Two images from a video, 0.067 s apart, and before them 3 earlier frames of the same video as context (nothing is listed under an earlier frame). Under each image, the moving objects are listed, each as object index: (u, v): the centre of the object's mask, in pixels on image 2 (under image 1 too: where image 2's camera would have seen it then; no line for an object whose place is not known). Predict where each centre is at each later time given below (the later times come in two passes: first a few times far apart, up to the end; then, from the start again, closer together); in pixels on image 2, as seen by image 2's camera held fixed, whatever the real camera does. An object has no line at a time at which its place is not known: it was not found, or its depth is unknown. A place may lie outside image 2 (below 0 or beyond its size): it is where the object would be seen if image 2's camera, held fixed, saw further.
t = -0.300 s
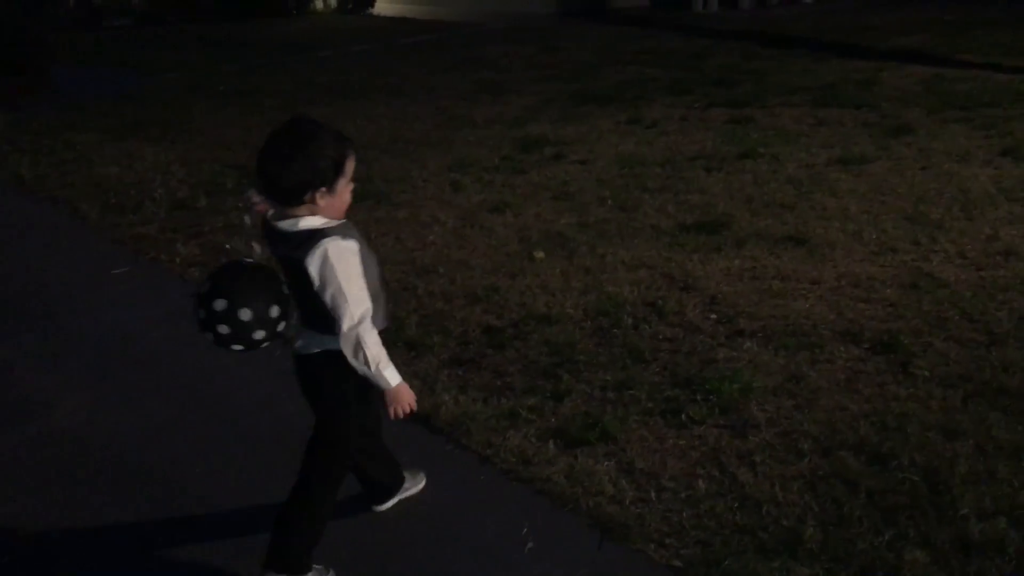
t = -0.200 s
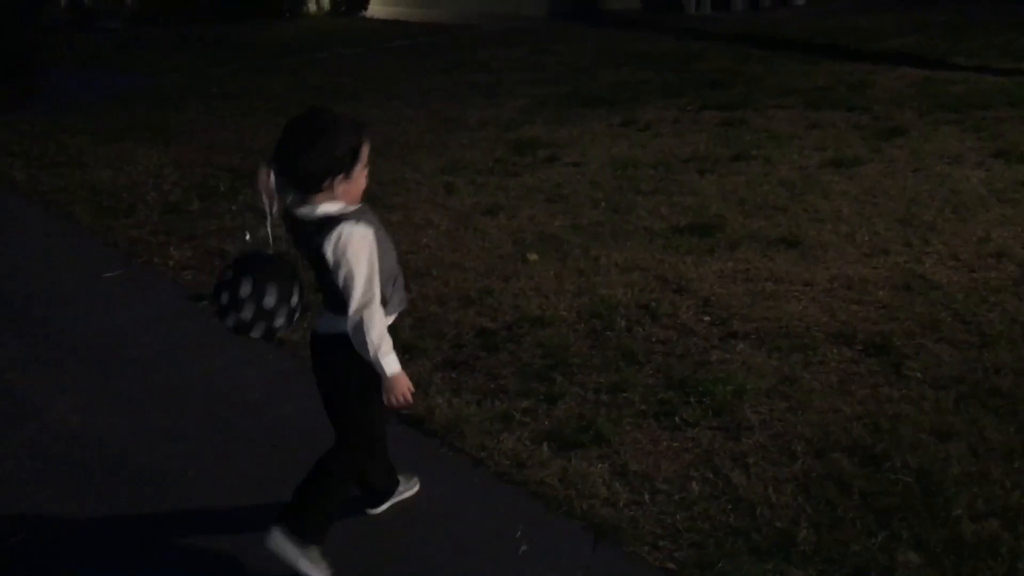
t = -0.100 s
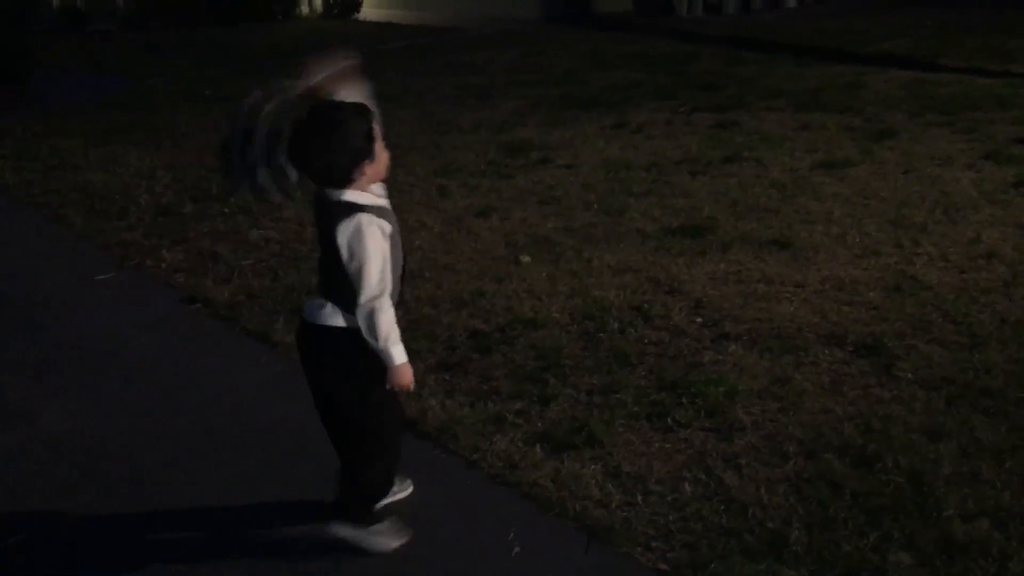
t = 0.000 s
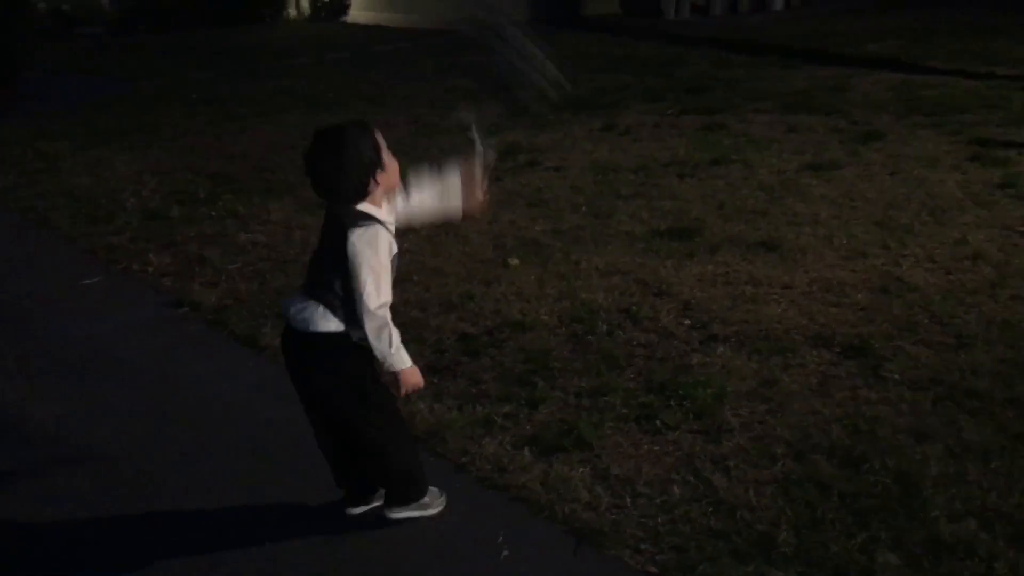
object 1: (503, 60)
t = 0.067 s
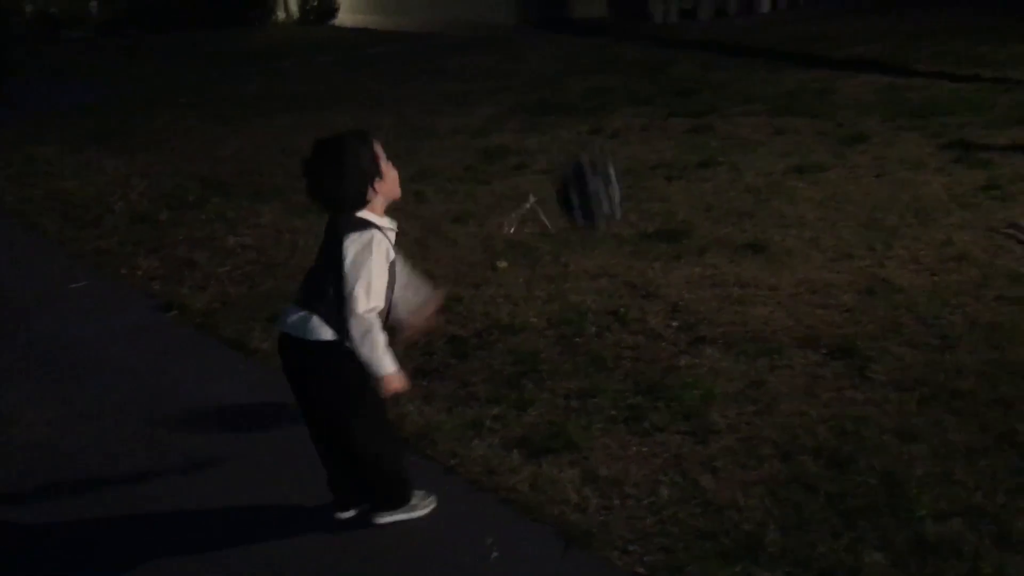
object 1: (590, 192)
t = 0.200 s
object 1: (612, 270)
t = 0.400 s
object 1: (635, 313)
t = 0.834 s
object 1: (661, 339)
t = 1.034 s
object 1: (669, 326)
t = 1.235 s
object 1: (680, 324)
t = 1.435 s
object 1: (698, 314)
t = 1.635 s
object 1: (701, 315)
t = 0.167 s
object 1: (609, 259)
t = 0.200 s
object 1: (612, 270)
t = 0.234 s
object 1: (616, 279)
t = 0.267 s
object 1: (621, 289)
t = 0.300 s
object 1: (625, 297)
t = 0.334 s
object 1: (627, 306)
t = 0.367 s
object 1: (631, 308)
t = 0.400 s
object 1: (635, 313)
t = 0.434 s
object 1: (639, 318)
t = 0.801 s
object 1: (660, 343)
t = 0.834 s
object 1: (661, 339)
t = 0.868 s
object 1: (663, 339)
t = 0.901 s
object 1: (664, 337)
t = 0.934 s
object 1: (665, 333)
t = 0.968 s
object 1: (665, 332)
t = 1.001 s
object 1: (667, 330)
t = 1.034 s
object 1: (669, 326)
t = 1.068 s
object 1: (671, 323)
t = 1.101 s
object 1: (673, 322)
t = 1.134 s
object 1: (676, 320)
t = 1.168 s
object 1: (678, 318)
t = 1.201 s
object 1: (681, 317)
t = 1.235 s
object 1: (680, 324)
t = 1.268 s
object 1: (683, 324)
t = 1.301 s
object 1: (686, 323)
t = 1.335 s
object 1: (689, 322)
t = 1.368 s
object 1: (692, 321)
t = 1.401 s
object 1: (696, 314)
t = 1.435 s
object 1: (698, 314)
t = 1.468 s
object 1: (698, 314)
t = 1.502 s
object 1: (699, 315)
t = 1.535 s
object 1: (699, 321)
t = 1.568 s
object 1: (701, 316)
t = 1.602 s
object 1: (702, 315)
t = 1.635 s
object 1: (701, 315)
